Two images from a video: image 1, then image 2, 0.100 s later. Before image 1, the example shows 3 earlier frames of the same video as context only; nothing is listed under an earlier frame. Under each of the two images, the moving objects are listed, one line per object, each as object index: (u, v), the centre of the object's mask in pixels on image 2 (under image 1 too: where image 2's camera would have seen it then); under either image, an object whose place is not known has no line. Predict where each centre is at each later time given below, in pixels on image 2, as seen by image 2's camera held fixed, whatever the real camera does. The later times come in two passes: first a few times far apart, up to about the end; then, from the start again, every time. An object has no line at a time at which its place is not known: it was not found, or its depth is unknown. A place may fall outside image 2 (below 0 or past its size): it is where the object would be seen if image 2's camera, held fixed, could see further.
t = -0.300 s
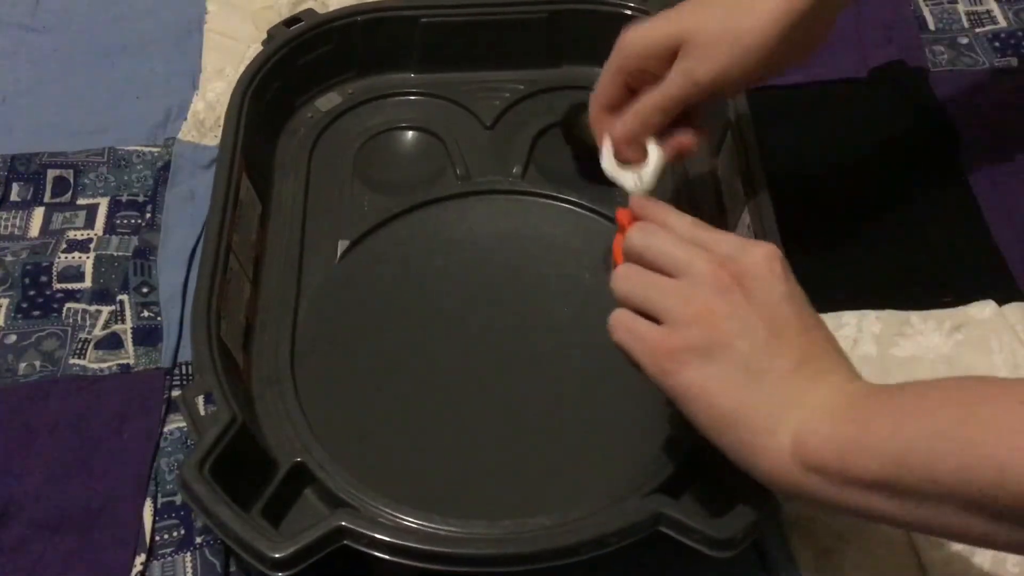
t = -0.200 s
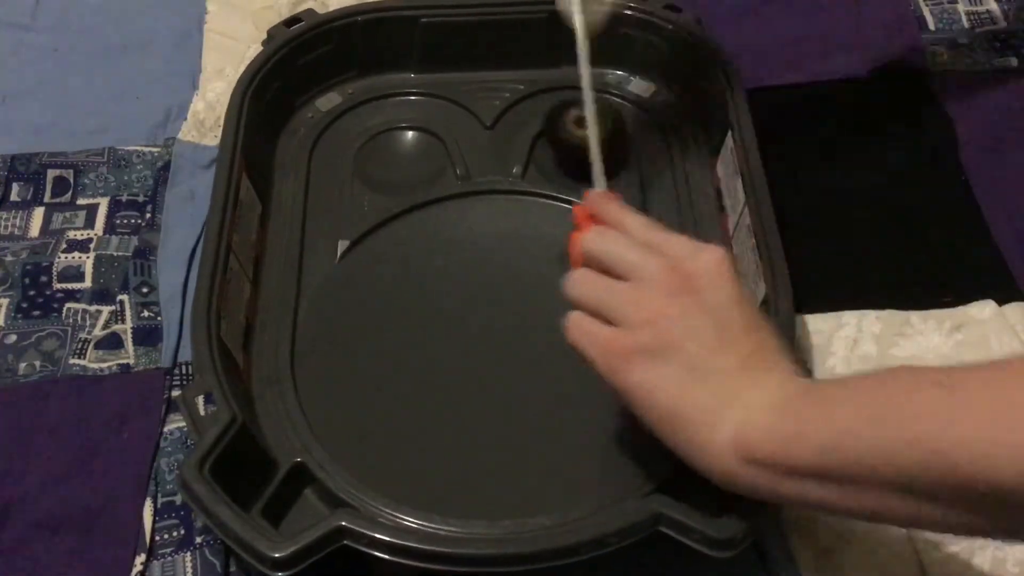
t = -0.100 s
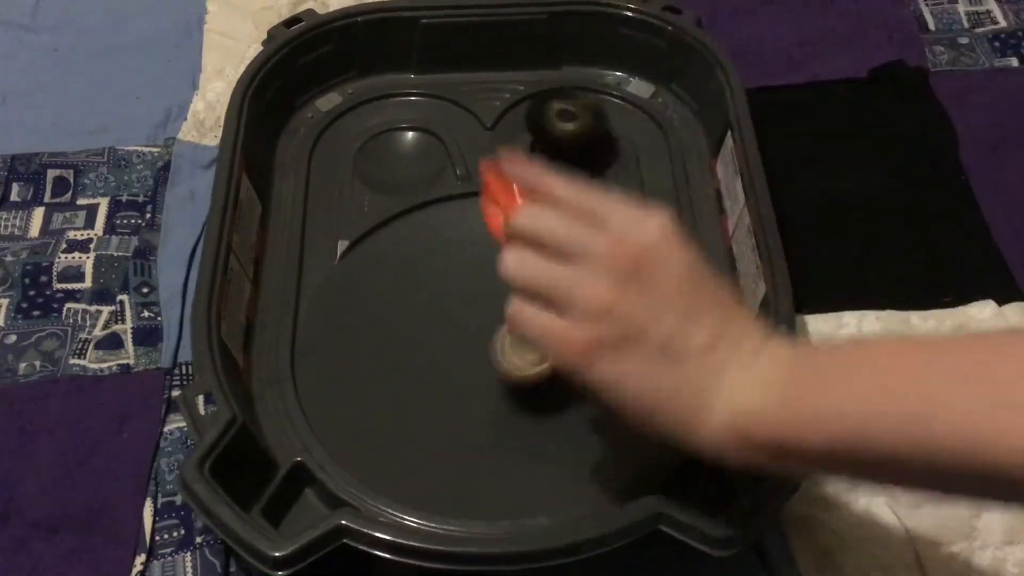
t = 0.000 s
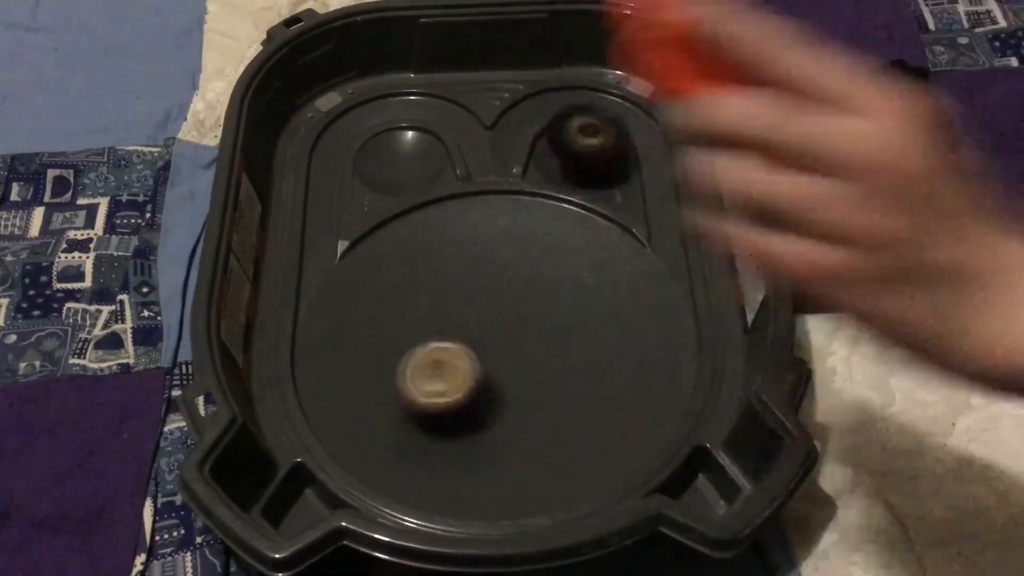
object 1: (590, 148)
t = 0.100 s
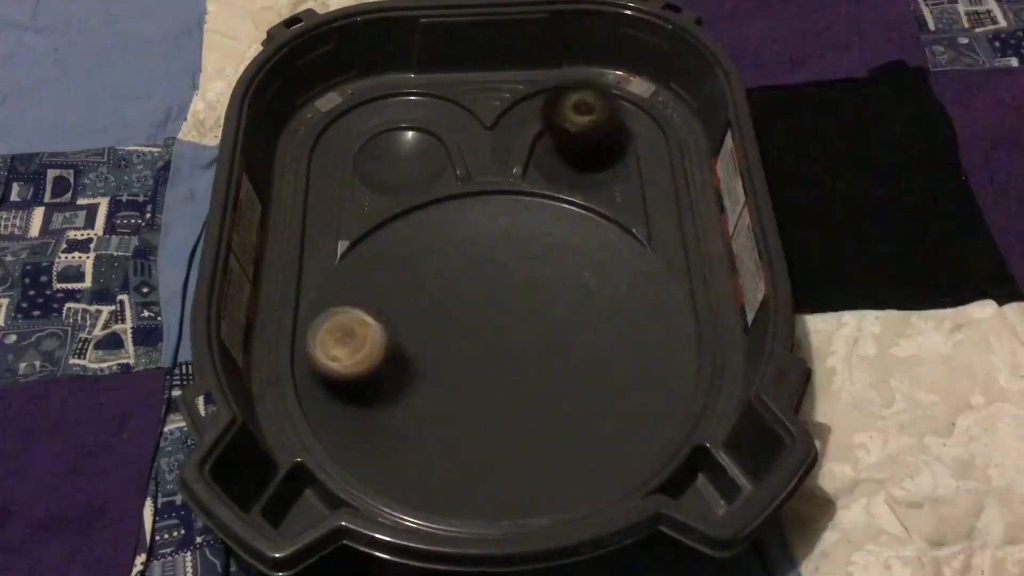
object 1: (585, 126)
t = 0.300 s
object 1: (584, 146)
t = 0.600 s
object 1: (560, 119)
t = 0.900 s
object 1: (667, 126)
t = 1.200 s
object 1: (524, 95)
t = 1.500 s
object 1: (483, 154)
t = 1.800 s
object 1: (479, 149)
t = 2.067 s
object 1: (503, 121)
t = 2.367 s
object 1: (497, 181)
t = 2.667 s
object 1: (453, 373)
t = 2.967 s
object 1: (513, 467)
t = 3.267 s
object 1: (531, 386)
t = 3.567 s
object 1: (450, 259)
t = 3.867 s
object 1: (402, 245)
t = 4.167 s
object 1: (487, 280)
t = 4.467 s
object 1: (591, 298)
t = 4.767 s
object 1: (592, 308)
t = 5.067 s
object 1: (497, 341)
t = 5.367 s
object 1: (406, 359)
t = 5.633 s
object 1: (394, 336)
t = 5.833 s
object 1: (446, 311)
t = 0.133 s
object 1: (574, 121)
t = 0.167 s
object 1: (565, 121)
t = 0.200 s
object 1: (561, 124)
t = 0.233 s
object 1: (563, 130)
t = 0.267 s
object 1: (570, 139)
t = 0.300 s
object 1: (584, 146)
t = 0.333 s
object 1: (599, 147)
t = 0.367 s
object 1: (616, 143)
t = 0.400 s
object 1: (624, 135)
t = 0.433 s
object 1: (623, 127)
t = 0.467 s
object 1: (617, 120)
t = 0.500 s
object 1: (604, 112)
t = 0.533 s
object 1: (590, 111)
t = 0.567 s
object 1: (576, 115)
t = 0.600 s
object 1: (560, 119)
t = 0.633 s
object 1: (561, 138)
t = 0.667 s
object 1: (569, 152)
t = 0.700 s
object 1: (590, 157)
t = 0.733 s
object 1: (612, 160)
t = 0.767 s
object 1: (630, 154)
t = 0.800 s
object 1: (647, 148)
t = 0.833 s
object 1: (662, 143)
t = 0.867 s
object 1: (667, 134)
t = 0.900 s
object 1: (667, 126)
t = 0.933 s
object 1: (659, 119)
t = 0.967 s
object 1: (650, 111)
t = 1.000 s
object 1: (638, 101)
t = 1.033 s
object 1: (625, 90)
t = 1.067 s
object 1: (605, 84)
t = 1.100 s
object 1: (583, 82)
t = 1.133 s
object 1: (561, 82)
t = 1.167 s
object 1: (544, 90)
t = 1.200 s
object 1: (524, 95)
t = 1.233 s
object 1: (517, 106)
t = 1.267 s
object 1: (515, 116)
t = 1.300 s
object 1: (508, 124)
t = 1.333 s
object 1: (508, 133)
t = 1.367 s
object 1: (504, 142)
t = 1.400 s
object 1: (497, 150)
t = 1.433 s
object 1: (493, 152)
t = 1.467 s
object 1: (488, 153)
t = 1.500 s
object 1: (483, 154)
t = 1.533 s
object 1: (478, 152)
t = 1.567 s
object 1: (484, 160)
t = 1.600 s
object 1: (483, 153)
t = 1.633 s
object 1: (481, 152)
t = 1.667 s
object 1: (479, 152)
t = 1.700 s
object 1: (480, 150)
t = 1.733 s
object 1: (481, 147)
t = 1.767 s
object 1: (482, 152)
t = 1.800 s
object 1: (479, 149)
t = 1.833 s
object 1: (477, 143)
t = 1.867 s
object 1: (473, 136)
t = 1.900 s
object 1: (472, 129)
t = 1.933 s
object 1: (482, 127)
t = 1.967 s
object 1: (496, 127)
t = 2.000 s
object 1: (504, 124)
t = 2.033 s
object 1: (503, 121)
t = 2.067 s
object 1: (503, 121)
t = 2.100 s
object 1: (503, 122)
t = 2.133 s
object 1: (502, 122)
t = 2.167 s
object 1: (501, 123)
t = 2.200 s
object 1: (500, 121)
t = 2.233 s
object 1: (498, 123)
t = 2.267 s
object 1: (497, 129)
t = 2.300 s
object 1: (495, 144)
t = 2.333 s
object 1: (499, 165)
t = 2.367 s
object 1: (497, 181)
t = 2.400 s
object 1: (494, 201)
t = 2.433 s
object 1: (485, 223)
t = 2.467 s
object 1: (474, 248)
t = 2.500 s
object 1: (467, 268)
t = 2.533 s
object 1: (461, 290)
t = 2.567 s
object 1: (457, 312)
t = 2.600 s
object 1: (455, 332)
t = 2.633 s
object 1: (453, 353)
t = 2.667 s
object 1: (453, 373)
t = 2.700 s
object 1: (455, 393)
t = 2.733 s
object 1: (457, 410)
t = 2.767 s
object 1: (462, 426)
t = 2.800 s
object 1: (470, 439)
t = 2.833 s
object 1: (477, 450)
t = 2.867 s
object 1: (486, 459)
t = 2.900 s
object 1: (495, 463)
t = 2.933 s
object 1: (505, 466)
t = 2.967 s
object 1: (513, 467)
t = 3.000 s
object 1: (521, 466)
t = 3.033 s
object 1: (527, 462)
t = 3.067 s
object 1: (533, 457)
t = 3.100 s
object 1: (537, 448)
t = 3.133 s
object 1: (540, 438)
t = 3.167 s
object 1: (540, 427)
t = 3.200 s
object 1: (538, 413)
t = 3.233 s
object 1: (535, 400)
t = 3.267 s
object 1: (531, 386)
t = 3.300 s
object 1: (524, 372)
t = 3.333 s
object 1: (517, 358)
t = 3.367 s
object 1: (509, 343)
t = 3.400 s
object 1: (499, 328)
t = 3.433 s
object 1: (490, 313)
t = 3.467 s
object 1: (480, 298)
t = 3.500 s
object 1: (470, 284)
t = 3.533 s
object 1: (460, 271)
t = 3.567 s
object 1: (450, 259)
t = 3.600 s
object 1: (440, 249)
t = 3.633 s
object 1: (430, 238)
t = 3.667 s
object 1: (420, 230)
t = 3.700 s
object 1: (411, 223)
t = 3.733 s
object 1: (405, 218)
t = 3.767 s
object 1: (404, 225)
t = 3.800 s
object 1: (398, 227)
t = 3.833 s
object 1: (394, 226)
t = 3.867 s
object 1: (402, 245)
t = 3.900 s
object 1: (404, 249)
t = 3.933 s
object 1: (410, 253)
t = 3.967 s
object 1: (418, 257)
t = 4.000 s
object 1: (427, 260)
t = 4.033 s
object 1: (437, 264)
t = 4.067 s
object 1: (449, 269)
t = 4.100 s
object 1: (461, 273)
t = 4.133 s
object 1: (473, 276)
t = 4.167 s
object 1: (487, 280)
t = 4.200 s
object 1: (500, 283)
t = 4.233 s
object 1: (514, 286)
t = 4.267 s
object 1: (526, 288)
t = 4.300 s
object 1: (539, 291)
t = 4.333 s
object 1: (551, 293)
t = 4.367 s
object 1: (562, 294)
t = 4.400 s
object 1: (573, 295)
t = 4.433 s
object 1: (583, 297)
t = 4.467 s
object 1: (591, 298)
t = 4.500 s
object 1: (597, 299)
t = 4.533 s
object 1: (602, 299)
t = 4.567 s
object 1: (606, 300)
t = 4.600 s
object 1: (607, 300)
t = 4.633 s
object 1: (608, 300)
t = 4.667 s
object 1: (606, 302)
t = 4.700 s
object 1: (604, 304)
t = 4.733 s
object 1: (598, 305)
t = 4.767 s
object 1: (592, 308)
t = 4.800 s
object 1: (585, 311)
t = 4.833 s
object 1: (576, 314)
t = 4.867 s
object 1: (566, 318)
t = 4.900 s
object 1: (555, 322)
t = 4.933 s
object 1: (544, 326)
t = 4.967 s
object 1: (533, 330)
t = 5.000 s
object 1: (521, 333)
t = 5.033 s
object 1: (510, 337)
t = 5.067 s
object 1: (497, 341)
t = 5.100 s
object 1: (484, 345)
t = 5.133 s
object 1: (472, 347)
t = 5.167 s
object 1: (460, 350)
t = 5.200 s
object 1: (448, 352)
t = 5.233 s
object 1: (439, 354)
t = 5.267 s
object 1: (428, 356)
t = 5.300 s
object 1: (420, 357)
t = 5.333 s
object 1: (412, 358)
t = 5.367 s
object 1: (406, 359)
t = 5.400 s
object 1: (401, 359)
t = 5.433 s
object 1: (397, 359)
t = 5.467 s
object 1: (388, 350)
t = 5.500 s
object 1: (384, 342)
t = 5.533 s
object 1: (384, 341)
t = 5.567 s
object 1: (386, 339)
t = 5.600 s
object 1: (388, 336)
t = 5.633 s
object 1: (394, 336)
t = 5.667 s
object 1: (400, 333)
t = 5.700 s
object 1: (406, 327)
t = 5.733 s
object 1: (413, 318)
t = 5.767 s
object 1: (422, 316)
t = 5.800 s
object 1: (429, 304)
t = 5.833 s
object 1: (446, 311)
